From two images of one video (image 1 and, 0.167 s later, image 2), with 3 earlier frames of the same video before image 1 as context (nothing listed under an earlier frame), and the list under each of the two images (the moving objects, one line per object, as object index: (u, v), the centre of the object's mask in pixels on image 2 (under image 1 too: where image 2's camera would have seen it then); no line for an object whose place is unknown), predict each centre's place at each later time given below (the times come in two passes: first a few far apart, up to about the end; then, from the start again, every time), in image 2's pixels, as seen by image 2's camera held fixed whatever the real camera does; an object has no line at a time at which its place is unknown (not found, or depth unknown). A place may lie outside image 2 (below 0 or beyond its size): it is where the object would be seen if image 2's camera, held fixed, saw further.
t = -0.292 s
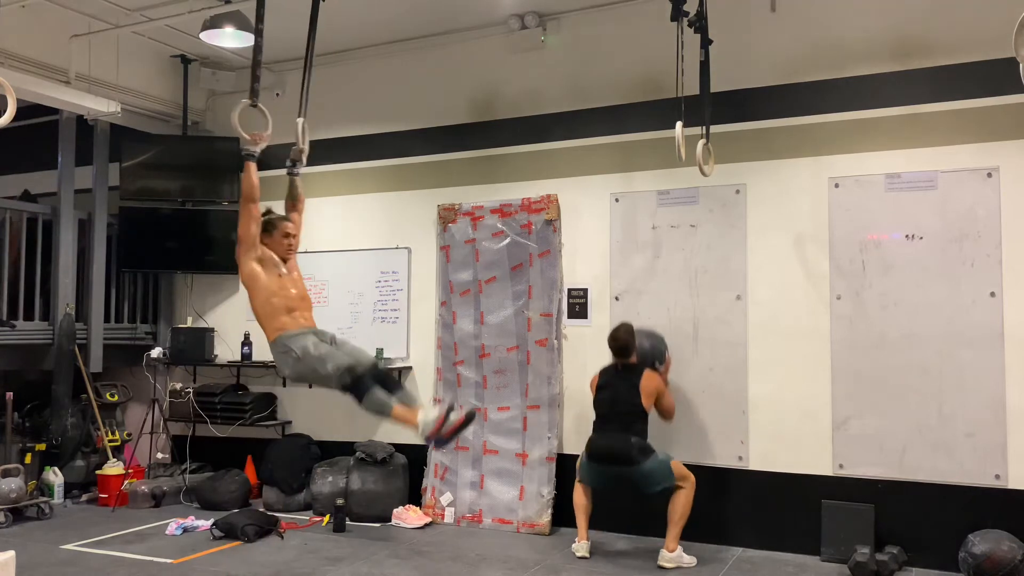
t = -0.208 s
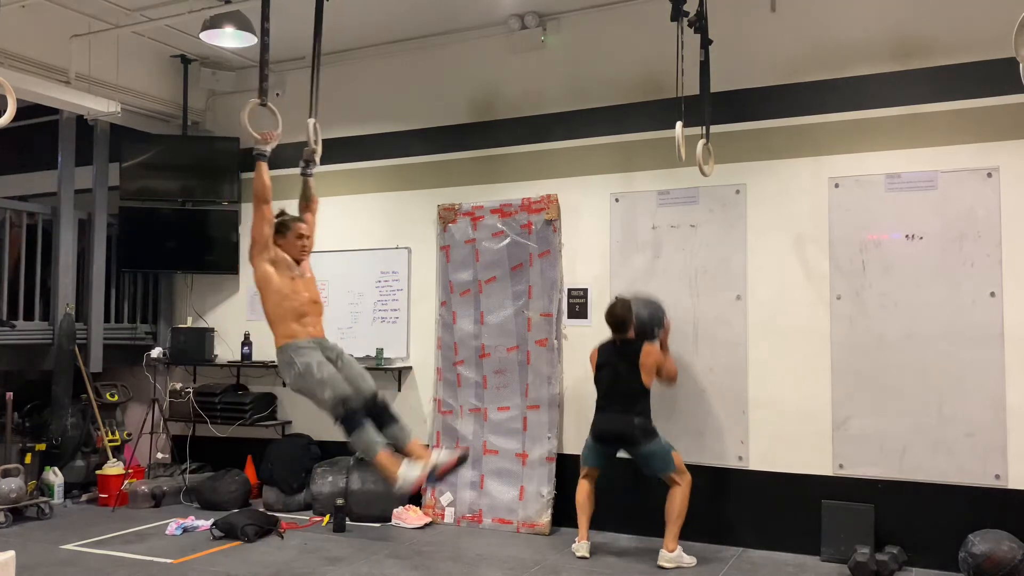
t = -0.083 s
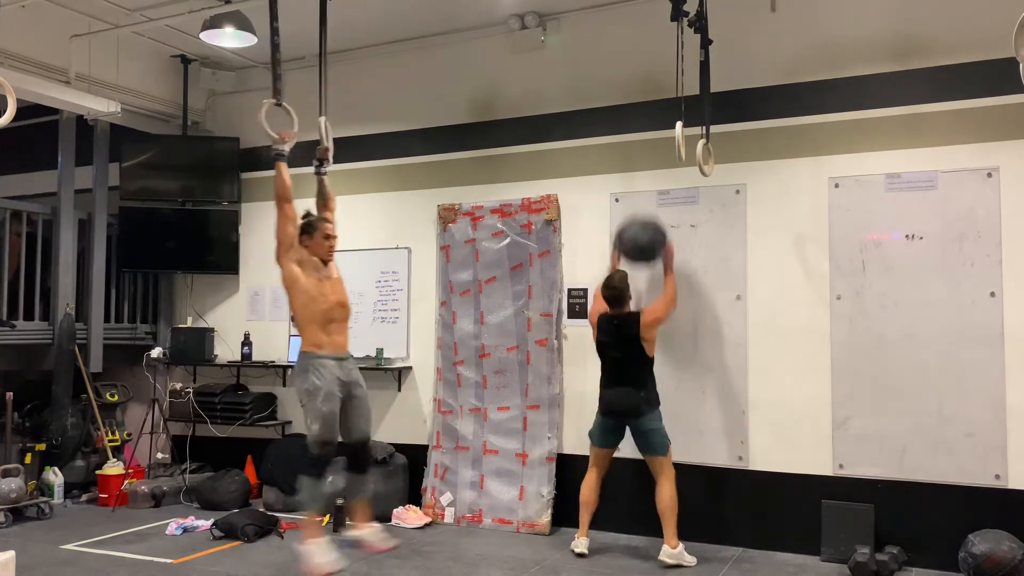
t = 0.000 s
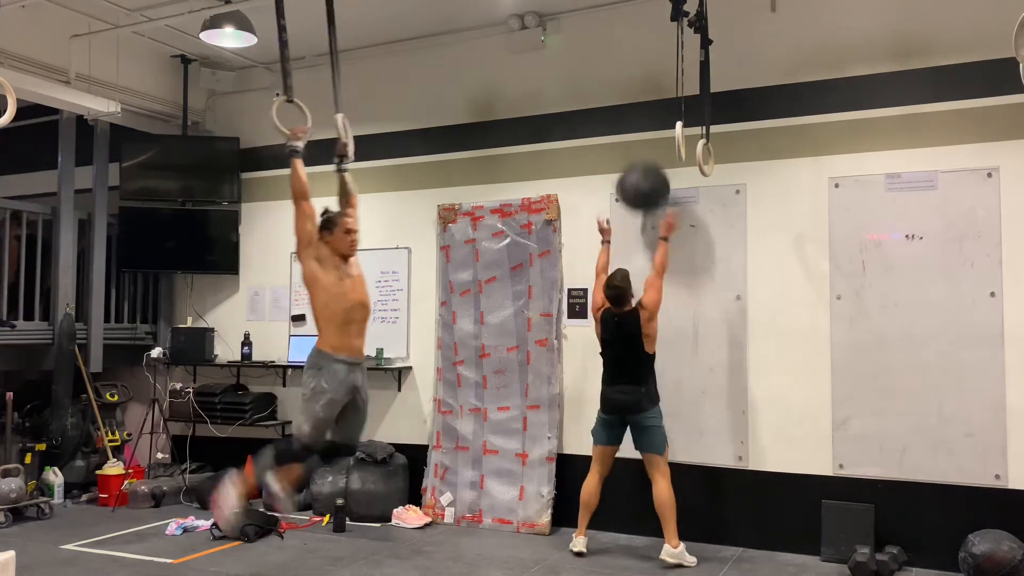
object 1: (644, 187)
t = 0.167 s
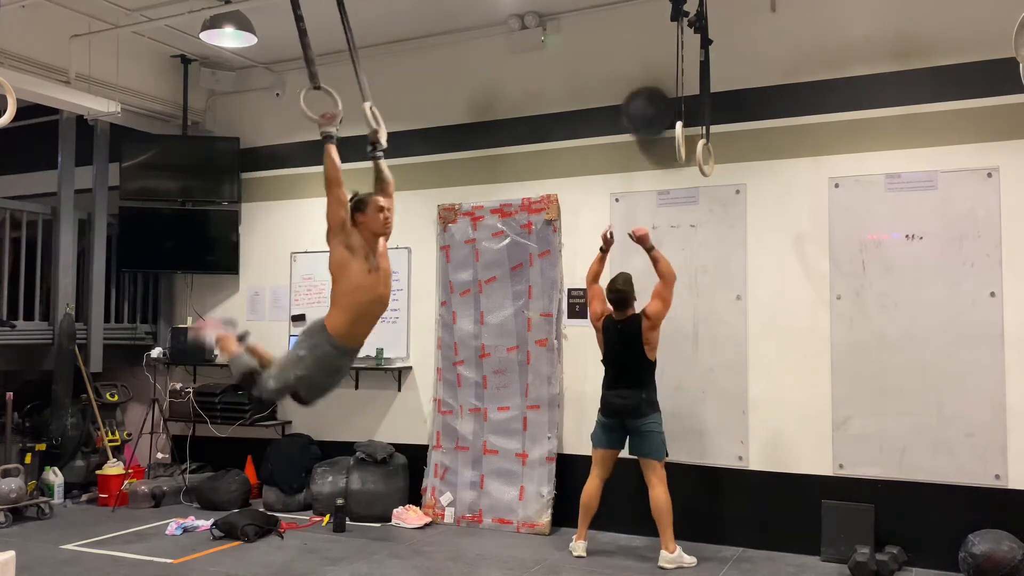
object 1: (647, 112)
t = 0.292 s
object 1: (646, 86)
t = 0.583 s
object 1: (640, 111)
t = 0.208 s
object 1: (647, 100)
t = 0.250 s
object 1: (647, 92)
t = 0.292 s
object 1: (646, 86)
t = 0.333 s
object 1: (645, 83)
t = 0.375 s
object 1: (645, 82)
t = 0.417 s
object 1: (644, 82)
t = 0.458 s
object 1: (643, 86)
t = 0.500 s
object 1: (642, 92)
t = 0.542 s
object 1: (642, 101)
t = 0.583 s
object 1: (640, 111)
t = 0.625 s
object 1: (640, 126)
